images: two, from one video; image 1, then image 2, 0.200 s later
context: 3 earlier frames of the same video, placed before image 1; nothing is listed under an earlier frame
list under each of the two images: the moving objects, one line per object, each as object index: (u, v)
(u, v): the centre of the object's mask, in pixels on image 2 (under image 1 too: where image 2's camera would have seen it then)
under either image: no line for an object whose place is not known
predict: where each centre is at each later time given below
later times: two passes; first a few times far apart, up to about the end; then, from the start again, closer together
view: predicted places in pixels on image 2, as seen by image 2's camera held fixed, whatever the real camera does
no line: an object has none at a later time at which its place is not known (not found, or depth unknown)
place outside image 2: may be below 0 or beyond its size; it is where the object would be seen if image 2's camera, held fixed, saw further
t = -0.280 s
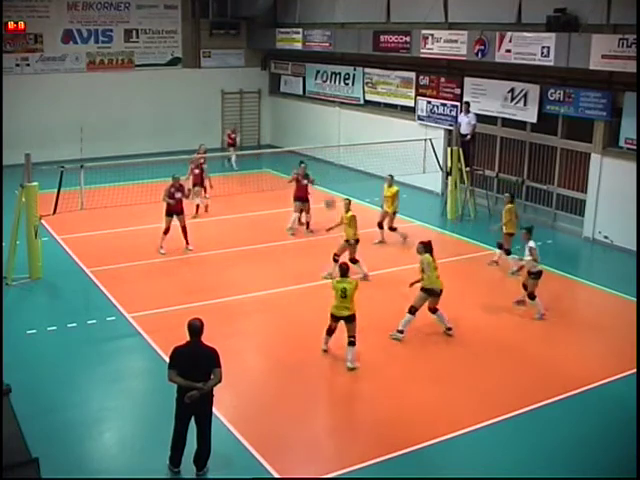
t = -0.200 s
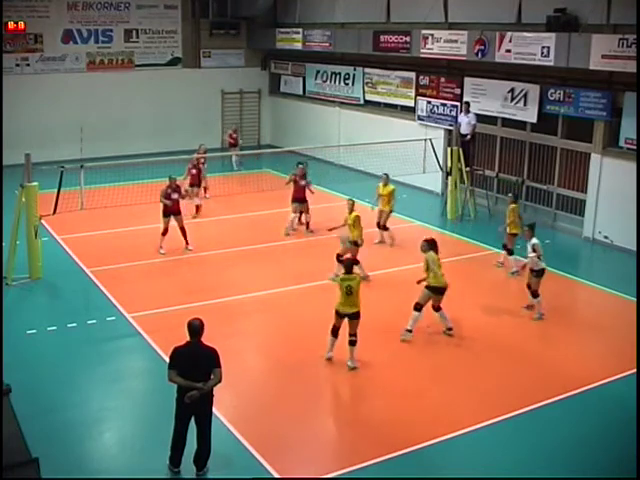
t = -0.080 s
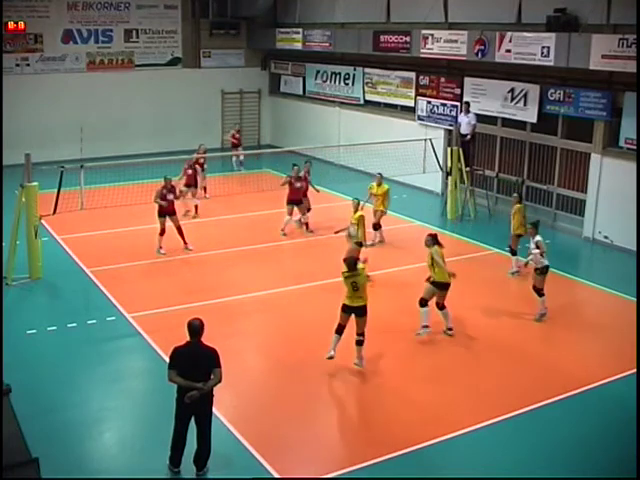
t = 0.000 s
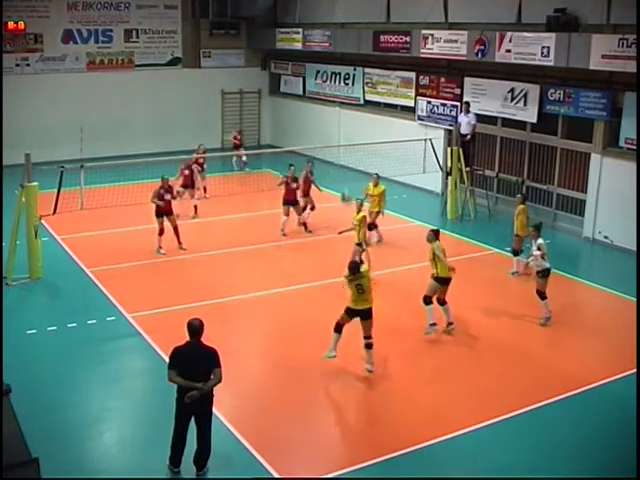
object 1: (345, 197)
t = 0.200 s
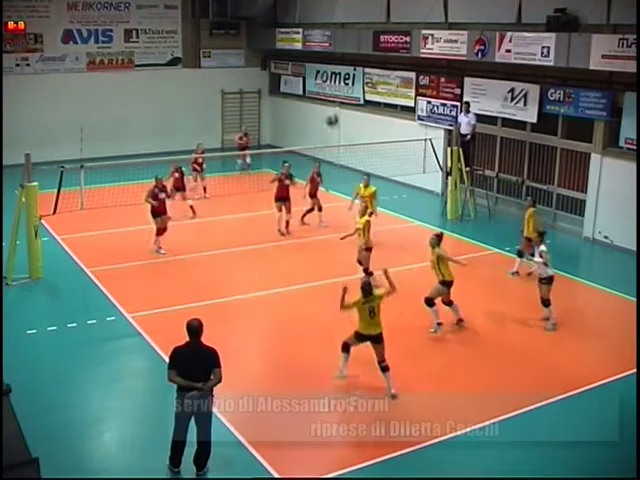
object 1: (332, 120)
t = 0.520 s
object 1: (306, 52)
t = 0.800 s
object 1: (283, 52)
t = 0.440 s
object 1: (312, 59)
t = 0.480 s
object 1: (309, 55)
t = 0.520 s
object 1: (306, 52)
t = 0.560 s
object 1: (302, 46)
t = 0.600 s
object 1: (300, 46)
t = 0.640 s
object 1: (297, 45)
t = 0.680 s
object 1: (294, 45)
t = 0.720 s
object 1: (291, 46)
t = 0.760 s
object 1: (286, 49)
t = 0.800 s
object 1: (283, 52)
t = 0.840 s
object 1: (280, 57)
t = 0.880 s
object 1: (276, 61)
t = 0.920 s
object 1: (273, 68)
